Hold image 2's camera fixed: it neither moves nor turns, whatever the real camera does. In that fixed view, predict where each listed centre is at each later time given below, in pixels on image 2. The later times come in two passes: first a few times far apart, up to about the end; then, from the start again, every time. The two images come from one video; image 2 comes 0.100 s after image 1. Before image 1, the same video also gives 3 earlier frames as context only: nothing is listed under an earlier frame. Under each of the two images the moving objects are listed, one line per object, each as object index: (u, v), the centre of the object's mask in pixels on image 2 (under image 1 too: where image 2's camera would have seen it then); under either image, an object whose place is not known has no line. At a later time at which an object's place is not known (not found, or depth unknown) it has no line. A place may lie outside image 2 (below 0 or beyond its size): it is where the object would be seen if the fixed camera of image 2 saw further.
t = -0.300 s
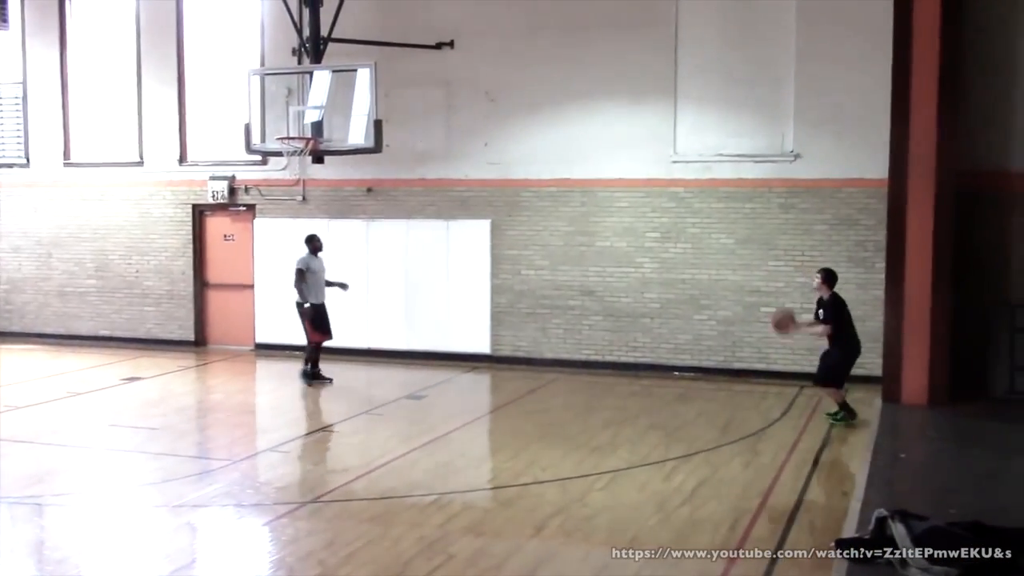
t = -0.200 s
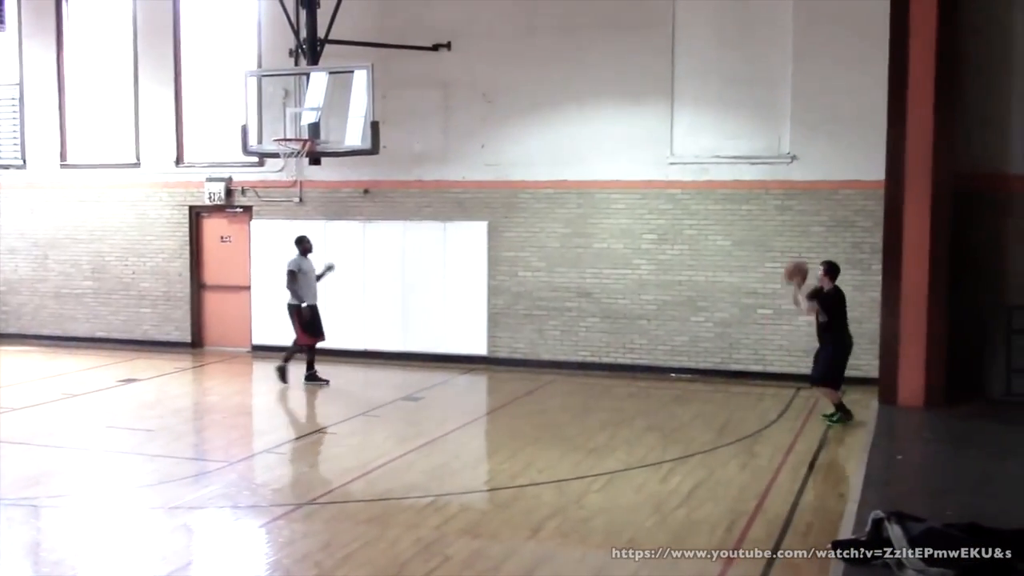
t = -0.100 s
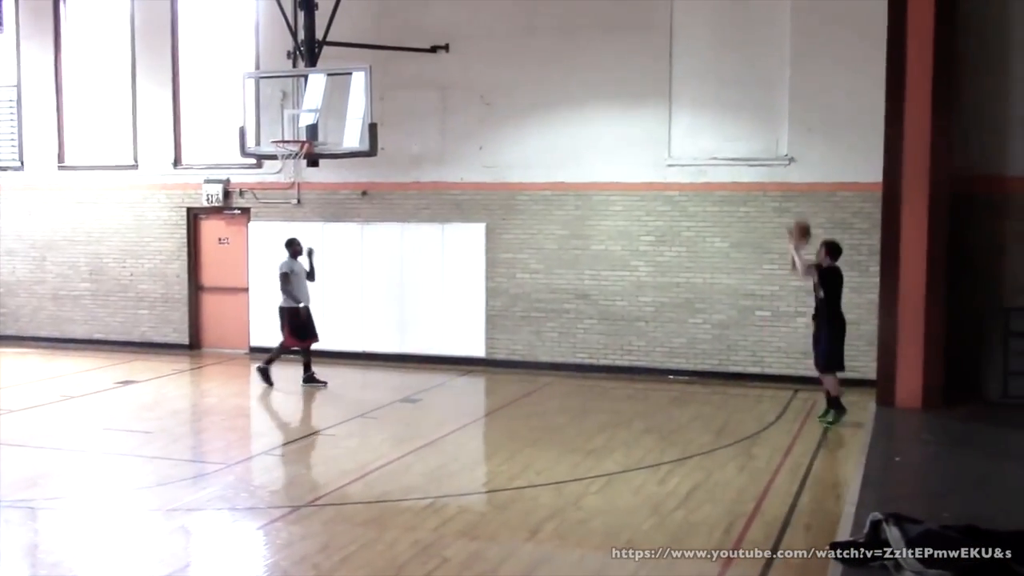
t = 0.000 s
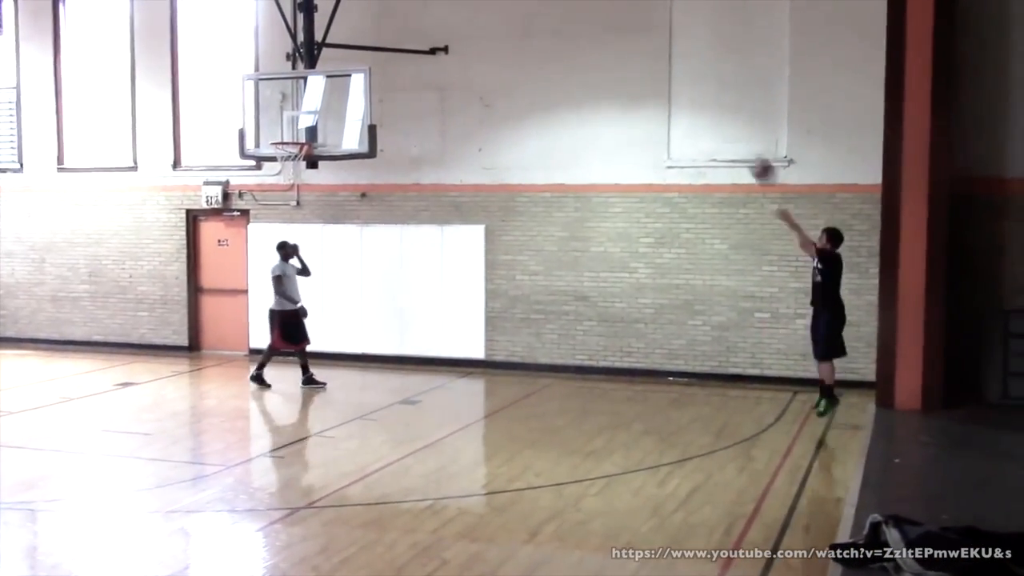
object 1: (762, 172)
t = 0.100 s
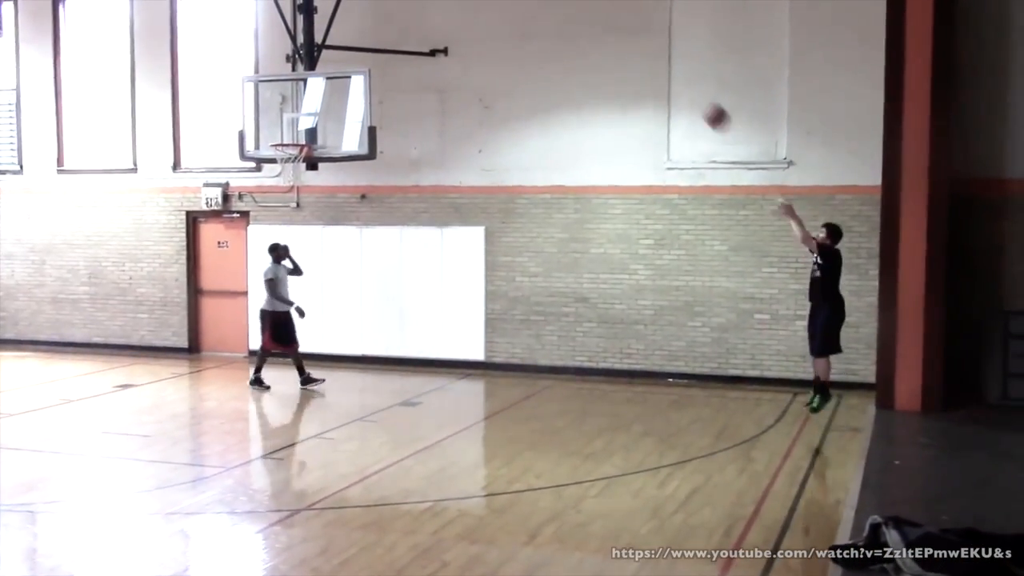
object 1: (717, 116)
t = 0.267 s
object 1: (641, 46)
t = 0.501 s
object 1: (545, -1)
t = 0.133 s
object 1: (702, 100)
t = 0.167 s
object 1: (687, 85)
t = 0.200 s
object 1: (672, 72)
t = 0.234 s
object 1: (656, 57)
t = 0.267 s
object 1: (641, 46)
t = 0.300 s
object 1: (626, 35)
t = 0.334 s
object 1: (613, 26)
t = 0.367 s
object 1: (598, 17)
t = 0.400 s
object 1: (584, 9)
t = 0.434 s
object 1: (571, 4)
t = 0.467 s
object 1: (558, 1)
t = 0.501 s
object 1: (545, -1)
